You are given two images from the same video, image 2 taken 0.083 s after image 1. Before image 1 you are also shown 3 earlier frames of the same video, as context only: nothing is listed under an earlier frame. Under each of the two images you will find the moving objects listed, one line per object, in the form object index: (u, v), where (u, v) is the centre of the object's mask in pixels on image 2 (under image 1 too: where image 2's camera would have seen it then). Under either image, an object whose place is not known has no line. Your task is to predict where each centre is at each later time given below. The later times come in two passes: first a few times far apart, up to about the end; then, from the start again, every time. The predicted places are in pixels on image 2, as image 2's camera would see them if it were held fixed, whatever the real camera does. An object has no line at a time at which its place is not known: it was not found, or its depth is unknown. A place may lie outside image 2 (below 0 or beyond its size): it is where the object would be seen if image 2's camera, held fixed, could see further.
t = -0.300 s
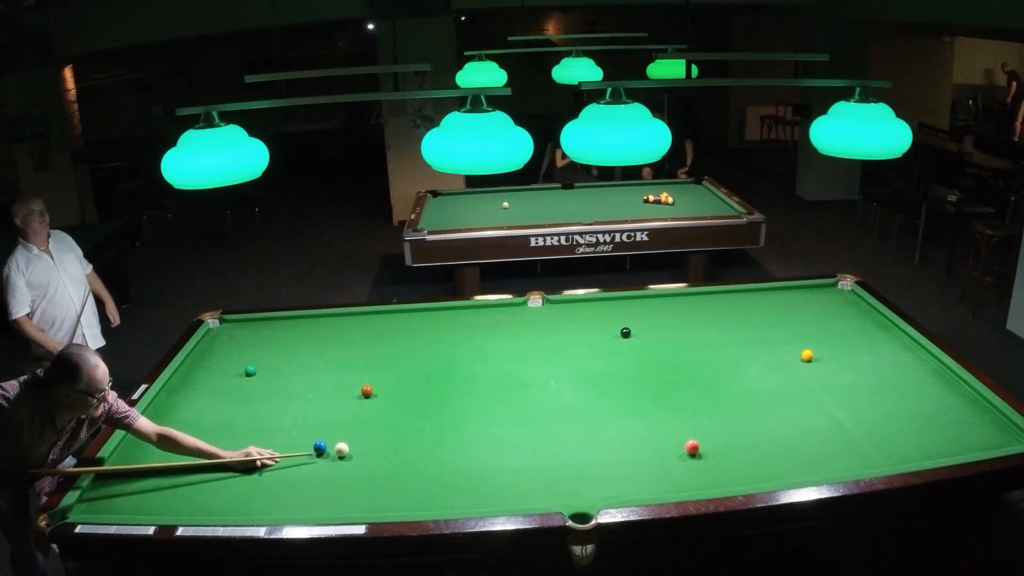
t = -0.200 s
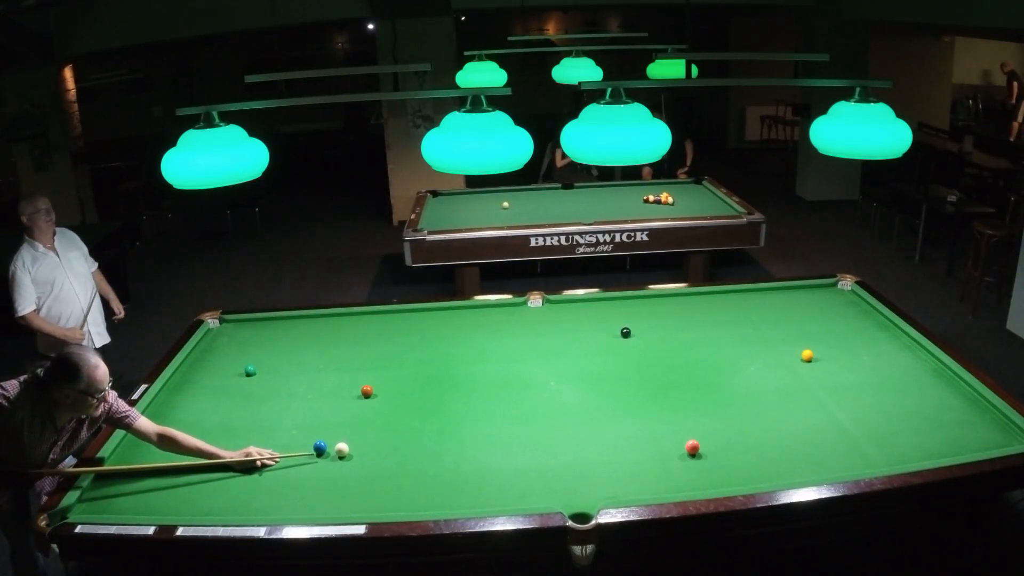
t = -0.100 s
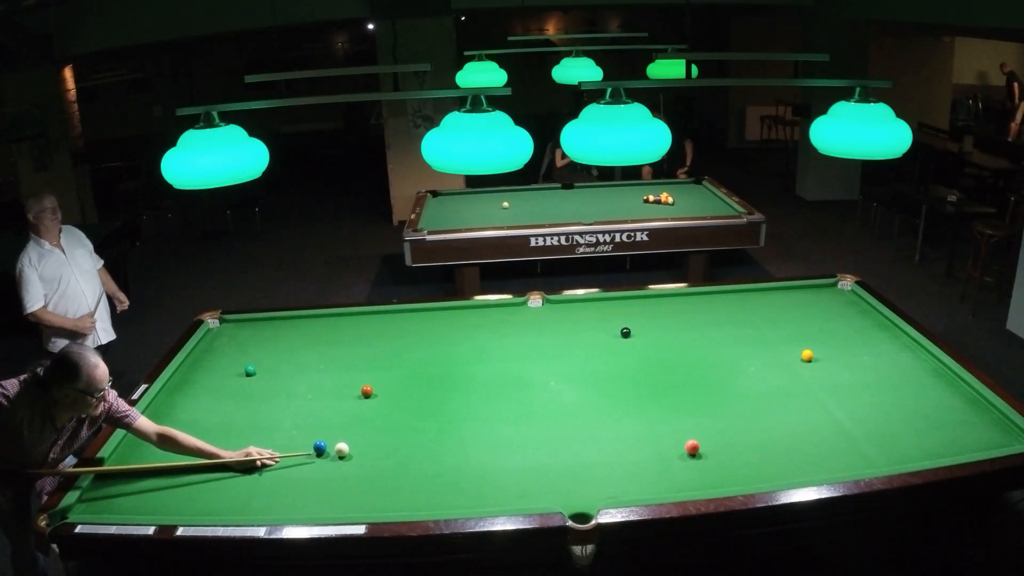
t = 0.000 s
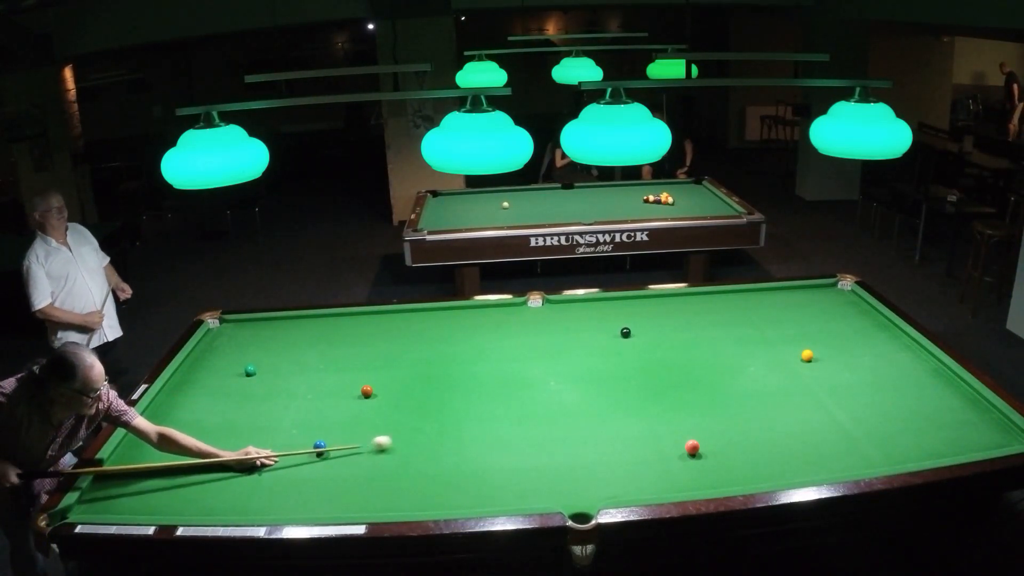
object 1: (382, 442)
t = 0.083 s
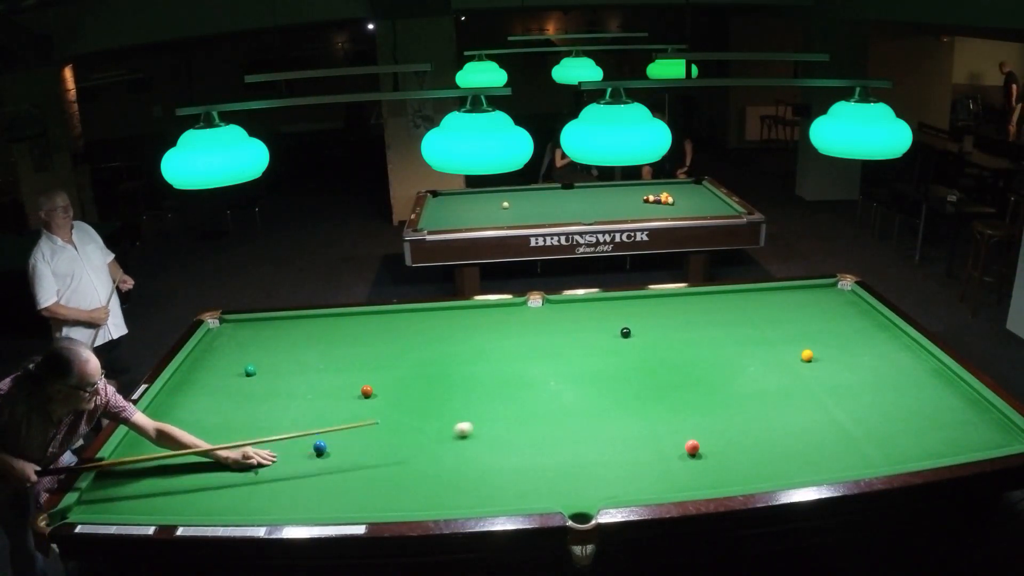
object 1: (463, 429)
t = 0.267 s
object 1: (612, 402)
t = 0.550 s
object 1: (772, 369)
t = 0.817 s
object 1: (895, 350)
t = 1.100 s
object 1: (840, 349)
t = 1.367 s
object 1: (741, 353)
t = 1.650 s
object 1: (633, 356)
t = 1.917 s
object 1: (531, 357)
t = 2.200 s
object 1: (426, 359)
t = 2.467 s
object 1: (333, 359)
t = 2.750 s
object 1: (244, 359)
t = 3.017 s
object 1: (205, 358)
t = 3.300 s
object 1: (271, 352)
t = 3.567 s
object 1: (333, 347)
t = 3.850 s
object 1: (399, 341)
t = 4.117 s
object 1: (459, 336)
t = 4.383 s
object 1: (517, 330)
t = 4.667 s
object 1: (577, 325)
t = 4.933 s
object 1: (629, 320)
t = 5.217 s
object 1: (682, 315)
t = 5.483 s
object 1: (728, 310)
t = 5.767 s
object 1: (773, 306)
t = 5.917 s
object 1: (795, 303)
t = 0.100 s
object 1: (479, 426)
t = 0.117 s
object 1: (494, 424)
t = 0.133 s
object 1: (508, 421)
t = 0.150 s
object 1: (522, 419)
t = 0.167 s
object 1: (537, 416)
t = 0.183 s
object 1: (550, 414)
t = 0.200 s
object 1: (563, 411)
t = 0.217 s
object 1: (576, 409)
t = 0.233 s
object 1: (588, 406)
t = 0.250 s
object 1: (600, 404)
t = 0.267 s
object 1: (612, 402)
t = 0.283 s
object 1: (624, 400)
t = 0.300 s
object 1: (635, 397)
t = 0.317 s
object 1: (645, 395)
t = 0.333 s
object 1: (656, 393)
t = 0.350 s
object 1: (666, 391)
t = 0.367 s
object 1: (675, 389)
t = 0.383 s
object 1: (685, 387)
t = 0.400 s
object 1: (694, 385)
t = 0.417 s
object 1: (703, 384)
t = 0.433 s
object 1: (712, 382)
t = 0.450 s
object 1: (721, 380)
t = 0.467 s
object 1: (730, 378)
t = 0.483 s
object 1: (738, 376)
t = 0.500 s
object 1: (747, 374)
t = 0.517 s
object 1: (755, 372)
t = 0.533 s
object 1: (764, 371)
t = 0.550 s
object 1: (772, 369)
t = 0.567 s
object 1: (780, 367)
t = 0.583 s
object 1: (788, 365)
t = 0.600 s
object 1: (795, 364)
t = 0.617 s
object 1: (803, 362)
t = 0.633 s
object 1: (812, 360)
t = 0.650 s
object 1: (819, 359)
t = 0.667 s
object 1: (828, 358)
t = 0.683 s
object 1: (835, 357)
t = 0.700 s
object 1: (843, 356)
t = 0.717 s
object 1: (851, 355)
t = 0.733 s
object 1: (859, 355)
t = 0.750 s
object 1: (866, 354)
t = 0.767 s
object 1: (874, 352)
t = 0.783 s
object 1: (881, 351)
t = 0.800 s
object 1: (888, 350)
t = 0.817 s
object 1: (895, 350)
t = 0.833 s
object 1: (902, 348)
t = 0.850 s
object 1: (909, 348)
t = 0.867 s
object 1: (916, 347)
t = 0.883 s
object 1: (917, 346)
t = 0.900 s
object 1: (910, 347)
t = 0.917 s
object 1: (904, 347)
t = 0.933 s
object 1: (897, 347)
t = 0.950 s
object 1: (891, 348)
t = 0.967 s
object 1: (885, 347)
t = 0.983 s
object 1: (879, 348)
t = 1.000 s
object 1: (876, 348)
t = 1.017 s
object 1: (870, 348)
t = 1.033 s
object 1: (864, 348)
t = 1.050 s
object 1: (858, 349)
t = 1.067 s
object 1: (852, 349)
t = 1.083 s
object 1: (846, 349)
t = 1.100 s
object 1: (840, 349)
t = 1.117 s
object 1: (834, 350)
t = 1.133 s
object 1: (828, 350)
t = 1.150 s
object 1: (822, 350)
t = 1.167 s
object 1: (816, 350)
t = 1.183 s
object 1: (810, 351)
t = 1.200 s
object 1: (803, 351)
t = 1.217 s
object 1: (798, 351)
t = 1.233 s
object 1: (791, 351)
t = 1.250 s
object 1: (785, 351)
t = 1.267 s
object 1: (779, 352)
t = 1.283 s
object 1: (773, 352)
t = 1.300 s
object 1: (766, 352)
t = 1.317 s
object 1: (760, 352)
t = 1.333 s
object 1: (754, 352)
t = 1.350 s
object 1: (748, 352)
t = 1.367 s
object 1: (741, 353)
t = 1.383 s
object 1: (735, 353)
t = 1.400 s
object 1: (729, 353)
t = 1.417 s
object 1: (722, 353)
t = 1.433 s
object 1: (716, 353)
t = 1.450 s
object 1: (710, 353)
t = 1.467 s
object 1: (703, 353)
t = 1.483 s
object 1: (697, 354)
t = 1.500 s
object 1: (690, 354)
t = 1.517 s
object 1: (684, 354)
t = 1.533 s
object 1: (678, 354)
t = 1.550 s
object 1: (671, 355)
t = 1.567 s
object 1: (665, 355)
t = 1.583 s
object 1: (658, 355)
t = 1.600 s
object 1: (652, 355)
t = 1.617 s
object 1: (645, 356)
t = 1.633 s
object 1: (639, 356)
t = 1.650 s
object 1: (633, 356)
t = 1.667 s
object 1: (626, 356)
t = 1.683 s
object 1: (620, 356)
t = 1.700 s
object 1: (613, 356)
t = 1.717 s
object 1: (607, 356)
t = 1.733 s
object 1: (600, 356)
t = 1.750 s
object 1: (594, 356)
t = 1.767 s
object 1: (588, 357)
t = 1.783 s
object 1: (581, 357)
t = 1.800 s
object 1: (575, 357)
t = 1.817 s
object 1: (568, 357)
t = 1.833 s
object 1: (562, 357)
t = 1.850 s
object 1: (556, 357)
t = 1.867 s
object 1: (550, 357)
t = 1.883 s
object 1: (543, 357)
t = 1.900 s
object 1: (537, 357)
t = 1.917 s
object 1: (531, 357)
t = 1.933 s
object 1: (524, 357)
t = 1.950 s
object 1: (518, 358)
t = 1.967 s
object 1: (512, 358)
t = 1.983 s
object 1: (505, 358)
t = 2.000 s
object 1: (499, 358)
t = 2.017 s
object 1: (493, 358)
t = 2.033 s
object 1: (487, 358)
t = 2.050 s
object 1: (480, 358)
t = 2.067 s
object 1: (474, 358)
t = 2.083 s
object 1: (468, 358)
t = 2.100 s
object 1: (462, 359)
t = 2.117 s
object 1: (456, 358)
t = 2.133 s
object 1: (450, 359)
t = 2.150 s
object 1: (443, 359)
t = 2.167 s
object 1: (438, 359)
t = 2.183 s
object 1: (432, 359)
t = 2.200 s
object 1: (426, 359)
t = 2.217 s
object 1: (420, 359)
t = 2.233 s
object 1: (414, 359)
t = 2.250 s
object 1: (408, 359)
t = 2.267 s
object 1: (402, 359)
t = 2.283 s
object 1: (396, 359)
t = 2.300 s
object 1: (390, 359)
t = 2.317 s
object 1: (385, 359)
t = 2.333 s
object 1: (379, 359)
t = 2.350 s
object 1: (373, 359)
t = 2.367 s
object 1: (367, 359)
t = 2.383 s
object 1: (362, 359)
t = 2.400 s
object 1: (356, 359)
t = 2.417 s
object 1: (350, 359)
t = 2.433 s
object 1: (345, 359)
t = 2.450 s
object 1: (339, 359)
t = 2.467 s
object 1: (333, 359)
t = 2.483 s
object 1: (328, 359)
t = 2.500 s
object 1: (322, 359)
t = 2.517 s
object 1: (317, 359)
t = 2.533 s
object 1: (312, 359)
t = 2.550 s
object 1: (306, 359)
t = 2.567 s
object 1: (301, 359)
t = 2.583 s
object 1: (295, 359)
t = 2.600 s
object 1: (290, 359)
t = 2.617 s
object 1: (285, 359)
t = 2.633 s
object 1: (280, 359)
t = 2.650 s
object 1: (274, 359)
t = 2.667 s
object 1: (269, 359)
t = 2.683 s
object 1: (264, 359)
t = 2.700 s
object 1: (259, 359)
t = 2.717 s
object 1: (254, 359)
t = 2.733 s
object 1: (249, 359)
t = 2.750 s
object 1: (244, 359)
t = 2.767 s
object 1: (239, 359)
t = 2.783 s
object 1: (234, 359)
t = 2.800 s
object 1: (229, 359)
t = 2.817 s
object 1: (224, 359)
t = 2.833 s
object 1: (219, 359)
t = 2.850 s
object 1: (215, 359)
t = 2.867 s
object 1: (209, 359)
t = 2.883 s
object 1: (205, 359)
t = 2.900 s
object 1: (200, 359)
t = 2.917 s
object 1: (196, 359)
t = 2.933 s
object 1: (191, 359)
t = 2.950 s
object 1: (188, 359)
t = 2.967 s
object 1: (192, 359)
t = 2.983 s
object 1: (197, 358)
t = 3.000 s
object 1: (201, 358)
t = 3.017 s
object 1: (205, 358)
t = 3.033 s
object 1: (209, 357)
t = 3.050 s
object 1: (213, 357)
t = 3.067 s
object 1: (217, 357)
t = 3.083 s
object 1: (221, 356)
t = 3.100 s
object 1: (225, 356)
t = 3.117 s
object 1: (229, 356)
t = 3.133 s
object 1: (233, 355)
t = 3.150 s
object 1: (237, 355)
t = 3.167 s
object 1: (240, 355)
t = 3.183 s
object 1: (244, 354)
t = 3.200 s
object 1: (248, 354)
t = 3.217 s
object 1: (252, 354)
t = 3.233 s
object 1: (256, 354)
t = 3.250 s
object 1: (260, 353)
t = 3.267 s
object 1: (264, 353)
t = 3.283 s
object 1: (268, 353)
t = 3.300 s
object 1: (271, 352)
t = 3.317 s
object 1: (275, 352)
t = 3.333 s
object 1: (279, 352)
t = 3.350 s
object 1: (283, 351)
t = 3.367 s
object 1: (287, 351)
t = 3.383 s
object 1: (291, 350)
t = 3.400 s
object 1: (295, 350)
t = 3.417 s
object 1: (299, 350)
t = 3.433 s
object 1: (302, 349)
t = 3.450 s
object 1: (306, 349)
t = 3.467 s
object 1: (310, 349)
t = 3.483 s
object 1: (314, 348)
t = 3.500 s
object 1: (318, 348)
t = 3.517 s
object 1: (322, 348)
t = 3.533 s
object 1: (326, 348)
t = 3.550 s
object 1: (330, 347)
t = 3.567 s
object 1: (333, 347)
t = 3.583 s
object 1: (337, 346)
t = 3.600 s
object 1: (341, 346)
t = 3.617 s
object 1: (345, 346)
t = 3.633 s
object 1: (349, 346)
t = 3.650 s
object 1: (353, 345)
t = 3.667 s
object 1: (357, 345)
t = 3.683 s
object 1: (360, 345)
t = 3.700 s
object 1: (364, 344)
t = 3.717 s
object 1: (368, 344)
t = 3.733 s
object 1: (372, 344)
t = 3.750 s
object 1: (376, 343)
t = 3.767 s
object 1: (379, 343)
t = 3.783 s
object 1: (384, 342)
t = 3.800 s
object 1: (387, 342)
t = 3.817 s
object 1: (391, 342)
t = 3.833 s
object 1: (395, 342)
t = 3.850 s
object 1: (399, 341)
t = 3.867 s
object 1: (403, 341)
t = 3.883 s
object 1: (406, 340)
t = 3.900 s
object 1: (410, 340)
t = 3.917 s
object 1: (414, 340)
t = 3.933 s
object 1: (418, 339)
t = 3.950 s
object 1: (421, 339)
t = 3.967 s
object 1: (425, 339)
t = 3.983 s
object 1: (429, 338)
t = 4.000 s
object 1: (433, 338)
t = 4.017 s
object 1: (437, 338)
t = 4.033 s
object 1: (440, 338)
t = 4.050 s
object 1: (444, 337)
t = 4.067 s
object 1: (448, 337)
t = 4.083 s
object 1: (452, 337)
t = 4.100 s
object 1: (455, 336)
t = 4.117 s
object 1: (459, 336)
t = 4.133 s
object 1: (463, 336)
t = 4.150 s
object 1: (466, 335)
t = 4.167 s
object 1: (470, 335)
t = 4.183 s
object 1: (474, 334)
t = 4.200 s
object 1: (477, 334)
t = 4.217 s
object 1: (481, 334)
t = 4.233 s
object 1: (485, 334)
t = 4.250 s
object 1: (488, 333)
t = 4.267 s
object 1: (492, 333)
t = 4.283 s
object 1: (496, 333)
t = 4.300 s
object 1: (499, 332)
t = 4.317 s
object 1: (503, 332)
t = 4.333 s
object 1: (506, 331)
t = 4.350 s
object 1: (510, 331)
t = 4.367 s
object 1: (514, 331)
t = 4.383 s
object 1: (517, 330)
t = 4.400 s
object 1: (521, 330)
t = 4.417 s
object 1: (525, 330)
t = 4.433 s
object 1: (528, 329)
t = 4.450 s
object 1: (531, 329)
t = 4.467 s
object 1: (535, 329)
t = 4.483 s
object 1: (538, 328)
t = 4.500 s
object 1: (542, 328)
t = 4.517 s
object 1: (546, 328)
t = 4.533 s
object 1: (549, 328)
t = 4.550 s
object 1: (553, 327)
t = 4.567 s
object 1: (556, 327)
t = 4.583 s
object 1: (559, 326)
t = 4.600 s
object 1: (563, 326)
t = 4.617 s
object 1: (566, 326)
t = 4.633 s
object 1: (570, 326)
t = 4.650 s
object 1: (573, 325)
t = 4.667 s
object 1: (577, 325)
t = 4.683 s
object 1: (580, 325)
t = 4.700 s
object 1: (583, 324)
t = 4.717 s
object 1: (587, 324)
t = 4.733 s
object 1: (590, 324)
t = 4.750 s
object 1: (593, 323)
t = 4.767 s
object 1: (597, 323)
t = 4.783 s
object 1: (600, 323)
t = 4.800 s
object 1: (603, 322)
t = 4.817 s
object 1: (607, 322)
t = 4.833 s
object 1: (610, 322)
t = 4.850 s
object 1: (613, 321)
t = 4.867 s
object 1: (616, 321)
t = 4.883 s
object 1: (619, 321)
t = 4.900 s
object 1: (623, 320)
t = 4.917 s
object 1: (626, 320)
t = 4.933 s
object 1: (629, 320)
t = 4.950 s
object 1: (632, 319)
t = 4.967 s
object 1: (635, 319)
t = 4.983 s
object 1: (639, 319)
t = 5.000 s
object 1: (642, 318)
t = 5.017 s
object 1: (645, 318)
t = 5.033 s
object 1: (648, 318)
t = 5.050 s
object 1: (651, 317)
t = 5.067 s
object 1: (654, 318)
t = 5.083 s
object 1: (657, 317)
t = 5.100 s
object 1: (660, 317)
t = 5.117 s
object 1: (663, 317)
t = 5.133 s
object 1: (667, 316)
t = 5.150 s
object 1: (670, 316)
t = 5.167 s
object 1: (672, 316)
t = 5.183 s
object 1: (676, 316)
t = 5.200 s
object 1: (678, 315)
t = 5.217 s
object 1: (682, 315)
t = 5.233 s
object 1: (685, 314)
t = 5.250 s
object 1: (688, 314)
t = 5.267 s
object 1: (691, 314)
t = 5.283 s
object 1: (694, 314)
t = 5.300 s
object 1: (697, 313)
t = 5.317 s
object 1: (699, 313)
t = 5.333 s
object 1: (702, 313)
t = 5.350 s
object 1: (705, 312)
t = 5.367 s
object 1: (708, 312)
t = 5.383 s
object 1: (711, 312)
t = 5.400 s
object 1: (714, 311)
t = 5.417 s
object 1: (716, 311)
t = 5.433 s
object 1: (719, 311)
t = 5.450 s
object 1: (722, 311)
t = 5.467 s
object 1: (725, 310)
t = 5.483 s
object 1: (728, 310)
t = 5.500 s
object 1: (730, 310)
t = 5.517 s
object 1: (733, 309)
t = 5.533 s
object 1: (736, 309)
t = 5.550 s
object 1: (739, 309)
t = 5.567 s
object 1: (741, 309)
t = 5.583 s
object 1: (744, 308)
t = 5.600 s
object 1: (747, 308)
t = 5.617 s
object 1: (749, 308)
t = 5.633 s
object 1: (752, 308)
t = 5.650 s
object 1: (755, 307)
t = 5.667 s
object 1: (757, 307)
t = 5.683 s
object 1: (760, 307)
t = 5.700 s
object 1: (763, 307)
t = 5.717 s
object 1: (765, 306)
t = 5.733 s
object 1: (768, 306)
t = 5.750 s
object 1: (770, 306)
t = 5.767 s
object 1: (773, 306)
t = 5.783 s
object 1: (775, 305)
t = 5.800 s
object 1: (778, 305)
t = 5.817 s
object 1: (780, 305)
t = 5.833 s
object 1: (783, 304)
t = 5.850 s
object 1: (785, 304)
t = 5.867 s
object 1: (788, 304)
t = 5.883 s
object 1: (790, 304)
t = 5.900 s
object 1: (793, 303)
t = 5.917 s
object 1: (795, 303)
